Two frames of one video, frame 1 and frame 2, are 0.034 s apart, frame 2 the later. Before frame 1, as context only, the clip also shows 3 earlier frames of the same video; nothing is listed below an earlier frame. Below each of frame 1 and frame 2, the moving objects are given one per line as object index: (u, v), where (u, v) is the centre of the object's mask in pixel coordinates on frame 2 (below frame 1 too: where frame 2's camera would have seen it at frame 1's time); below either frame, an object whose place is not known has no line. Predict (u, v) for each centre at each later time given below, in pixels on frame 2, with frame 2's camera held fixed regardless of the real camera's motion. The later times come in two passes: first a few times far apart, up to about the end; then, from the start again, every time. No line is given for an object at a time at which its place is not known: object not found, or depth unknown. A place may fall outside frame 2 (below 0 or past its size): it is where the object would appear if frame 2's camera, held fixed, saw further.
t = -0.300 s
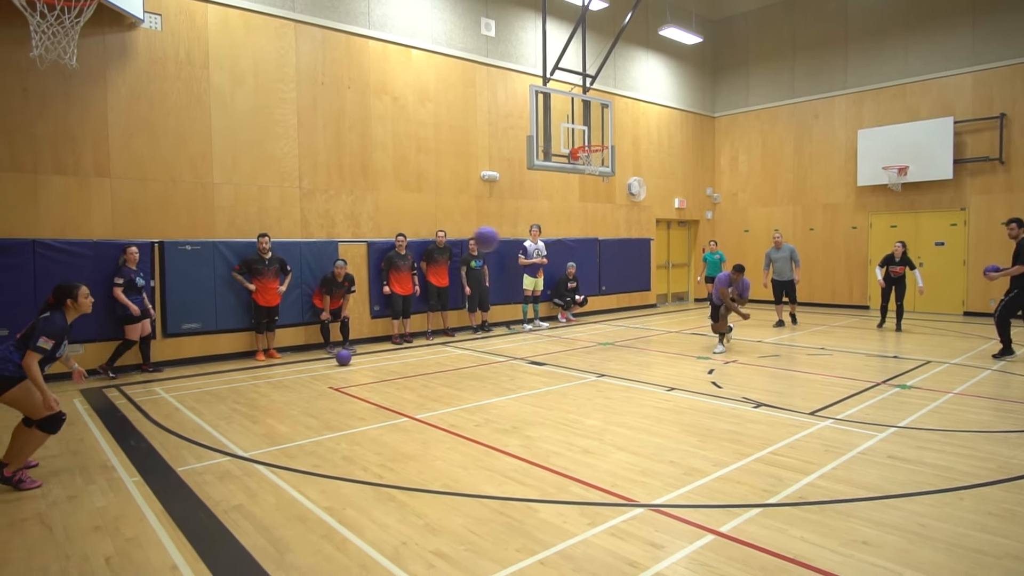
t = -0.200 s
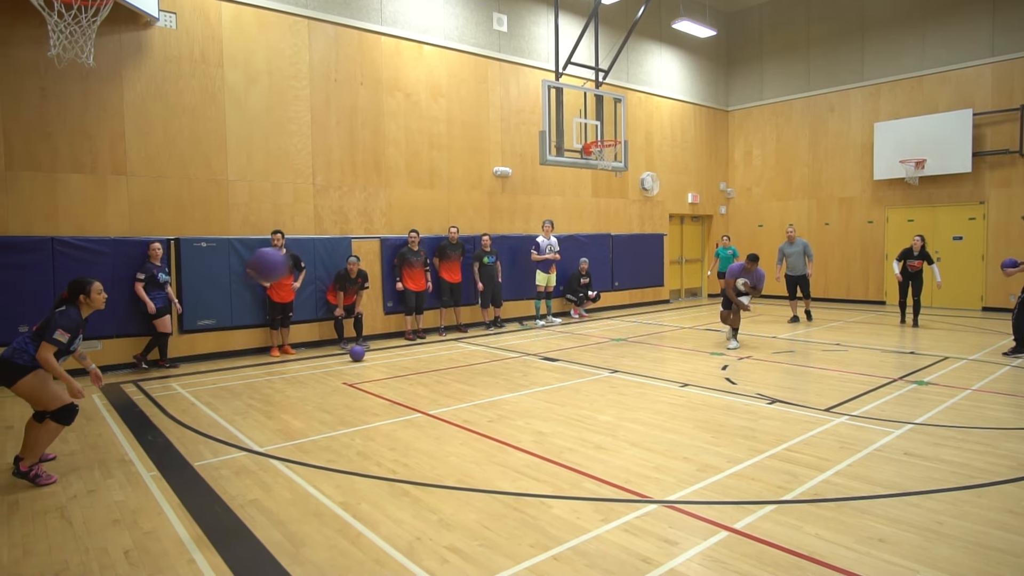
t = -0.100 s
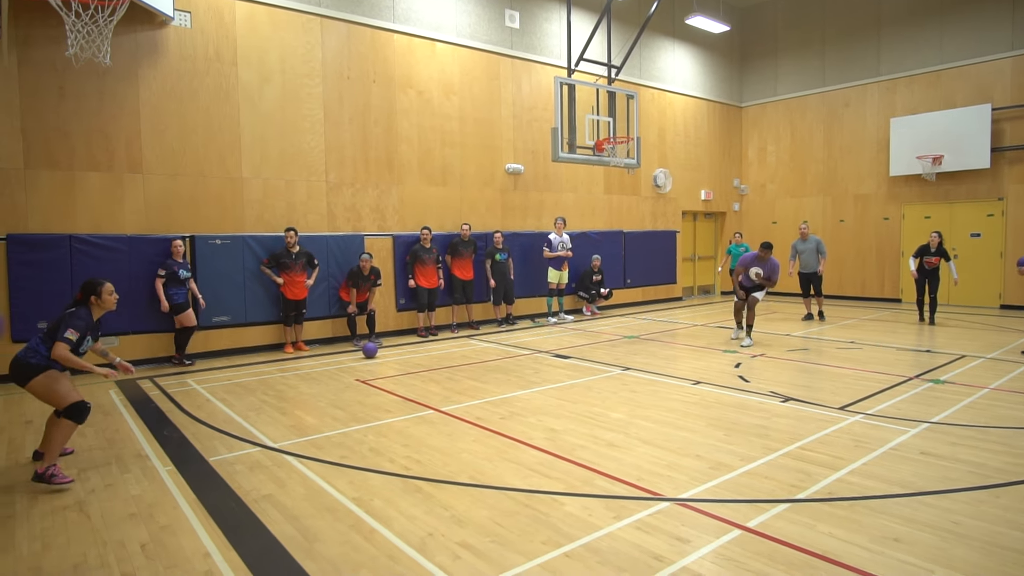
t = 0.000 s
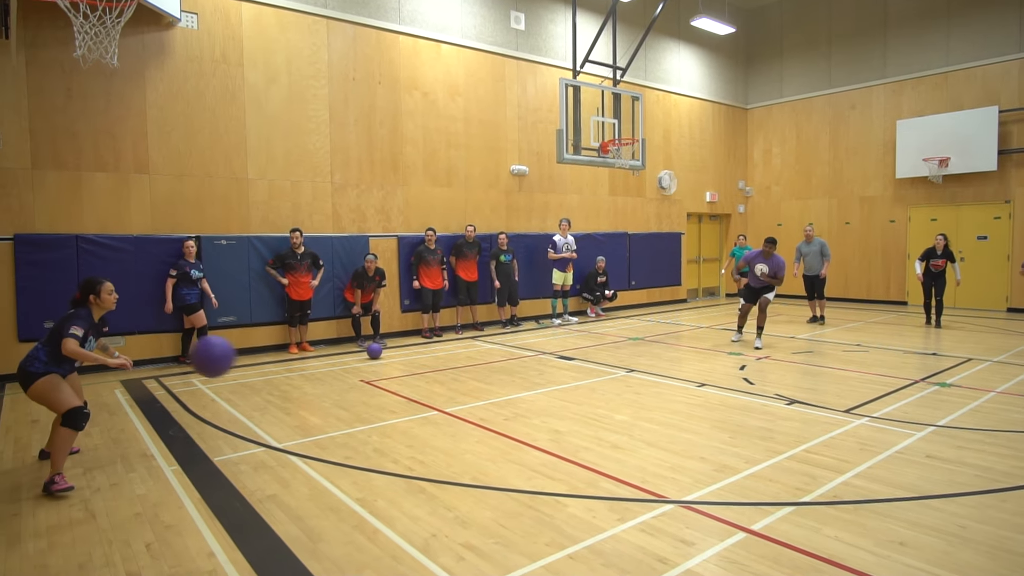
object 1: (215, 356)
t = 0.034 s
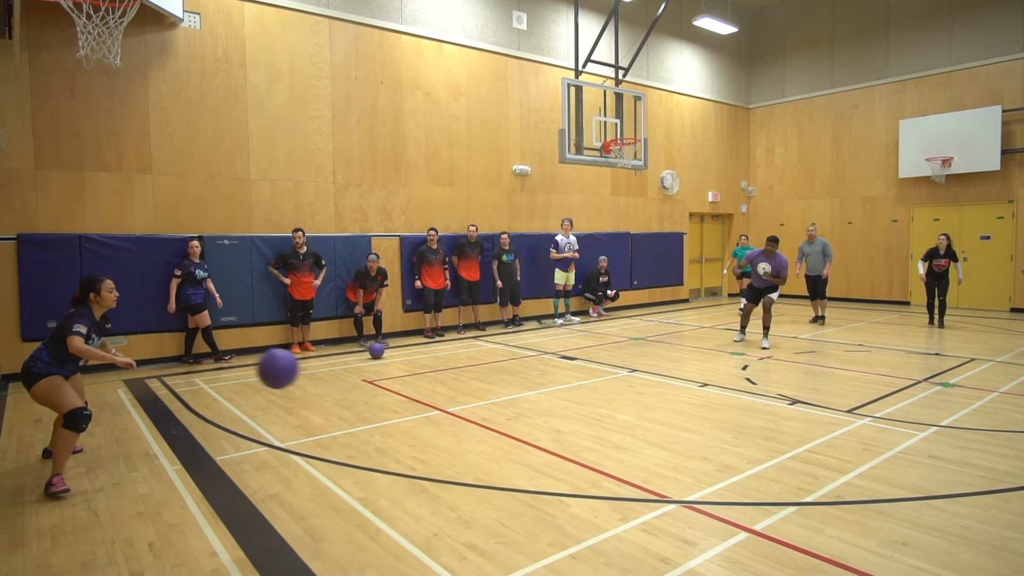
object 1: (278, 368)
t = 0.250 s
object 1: (567, 455)
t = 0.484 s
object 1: (706, 371)
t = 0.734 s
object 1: (822, 373)
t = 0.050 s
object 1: (308, 375)
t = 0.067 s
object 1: (335, 382)
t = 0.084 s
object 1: (362, 389)
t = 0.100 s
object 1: (387, 396)
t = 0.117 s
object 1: (412, 404)
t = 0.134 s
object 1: (435, 411)
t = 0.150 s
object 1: (457, 419)
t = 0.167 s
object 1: (479, 427)
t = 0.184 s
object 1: (499, 434)
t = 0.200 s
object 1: (518, 442)
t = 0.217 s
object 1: (536, 449)
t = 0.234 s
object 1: (554, 457)
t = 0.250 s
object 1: (567, 455)
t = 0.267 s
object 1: (579, 445)
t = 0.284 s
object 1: (589, 437)
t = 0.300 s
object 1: (600, 428)
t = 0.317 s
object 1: (611, 421)
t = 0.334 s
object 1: (621, 414)
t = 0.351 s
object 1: (631, 407)
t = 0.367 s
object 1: (641, 401)
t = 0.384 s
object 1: (651, 395)
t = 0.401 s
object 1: (661, 390)
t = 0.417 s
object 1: (670, 385)
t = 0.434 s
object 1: (679, 381)
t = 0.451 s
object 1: (688, 377)
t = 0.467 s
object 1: (697, 374)
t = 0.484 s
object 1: (706, 371)
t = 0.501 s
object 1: (715, 368)
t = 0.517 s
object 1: (723, 366)
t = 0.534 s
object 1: (732, 365)
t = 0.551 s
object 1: (740, 363)
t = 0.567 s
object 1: (748, 362)
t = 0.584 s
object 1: (756, 362)
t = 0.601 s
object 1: (764, 362)
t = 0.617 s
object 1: (772, 362)
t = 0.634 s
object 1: (779, 362)
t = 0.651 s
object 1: (786, 364)
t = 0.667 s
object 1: (794, 365)
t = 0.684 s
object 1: (801, 366)
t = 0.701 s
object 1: (808, 368)
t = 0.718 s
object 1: (815, 371)
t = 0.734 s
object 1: (822, 373)
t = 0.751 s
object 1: (828, 376)
